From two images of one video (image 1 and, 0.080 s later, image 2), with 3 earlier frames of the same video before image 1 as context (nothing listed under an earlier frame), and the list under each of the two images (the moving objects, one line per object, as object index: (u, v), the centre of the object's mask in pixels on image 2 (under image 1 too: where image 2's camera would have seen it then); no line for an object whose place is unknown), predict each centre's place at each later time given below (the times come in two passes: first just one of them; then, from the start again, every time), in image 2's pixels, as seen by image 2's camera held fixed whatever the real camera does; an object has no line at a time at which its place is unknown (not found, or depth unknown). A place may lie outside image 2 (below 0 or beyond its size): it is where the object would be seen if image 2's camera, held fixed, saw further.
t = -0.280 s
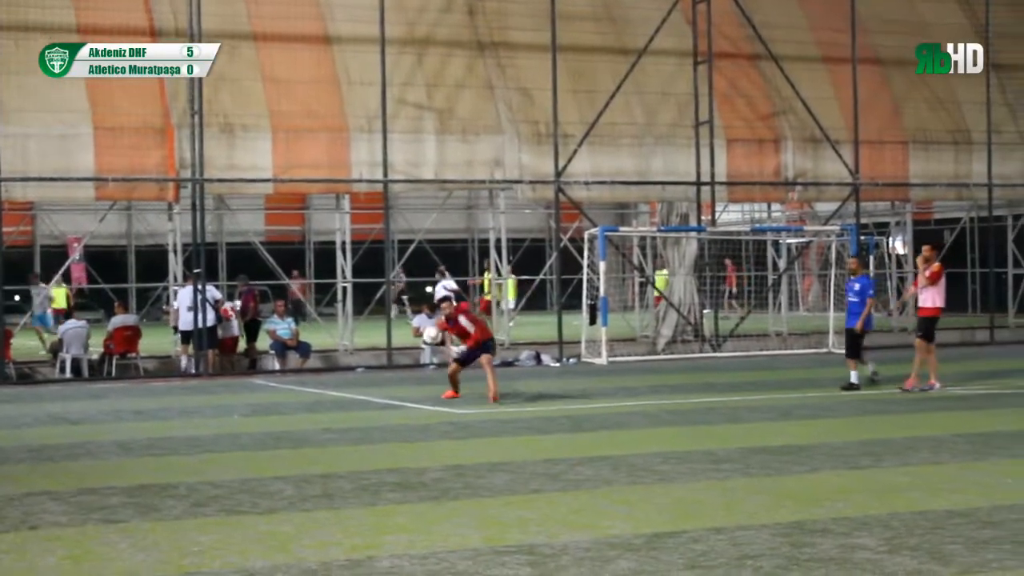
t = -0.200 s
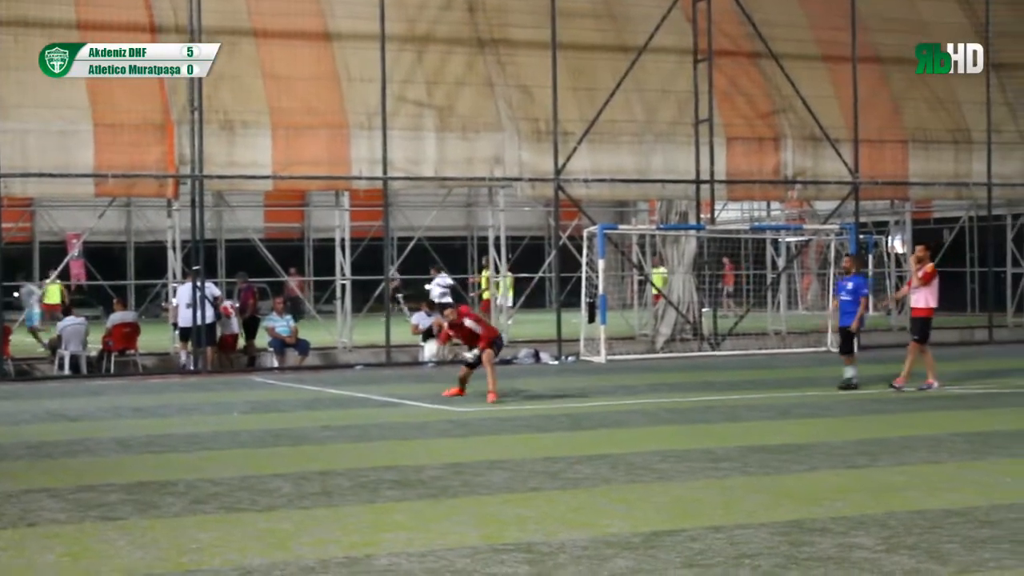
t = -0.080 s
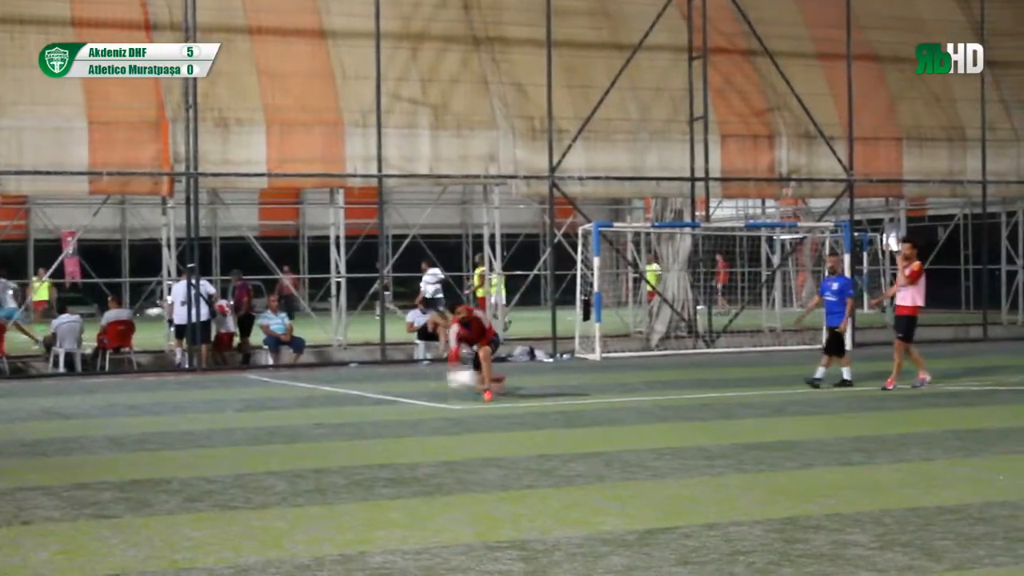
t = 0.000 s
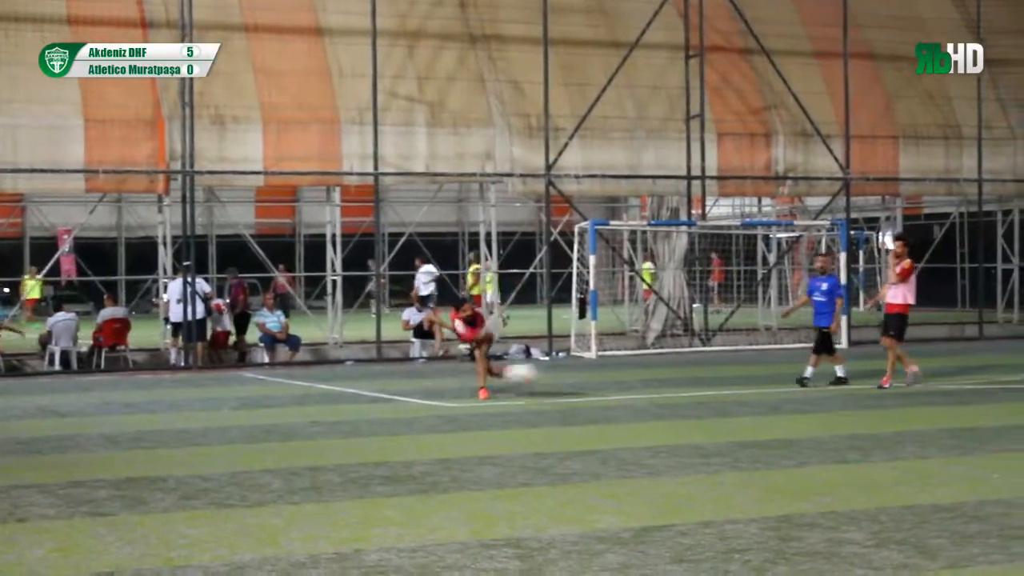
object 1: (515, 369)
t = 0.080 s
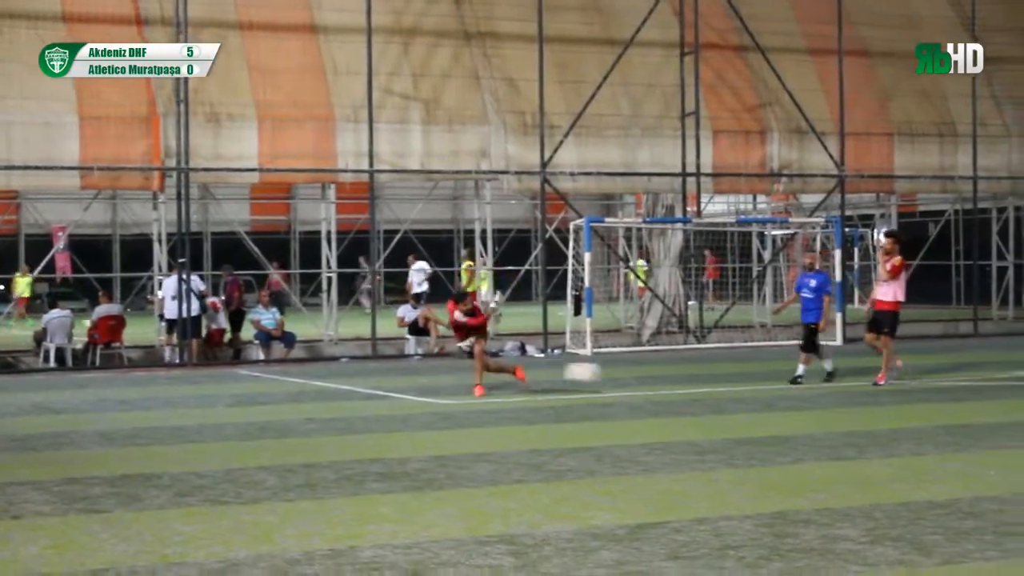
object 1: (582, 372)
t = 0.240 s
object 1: (738, 407)
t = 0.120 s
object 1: (619, 376)
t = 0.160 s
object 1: (655, 384)
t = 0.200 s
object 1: (695, 394)
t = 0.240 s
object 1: (738, 407)
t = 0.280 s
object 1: (779, 415)
